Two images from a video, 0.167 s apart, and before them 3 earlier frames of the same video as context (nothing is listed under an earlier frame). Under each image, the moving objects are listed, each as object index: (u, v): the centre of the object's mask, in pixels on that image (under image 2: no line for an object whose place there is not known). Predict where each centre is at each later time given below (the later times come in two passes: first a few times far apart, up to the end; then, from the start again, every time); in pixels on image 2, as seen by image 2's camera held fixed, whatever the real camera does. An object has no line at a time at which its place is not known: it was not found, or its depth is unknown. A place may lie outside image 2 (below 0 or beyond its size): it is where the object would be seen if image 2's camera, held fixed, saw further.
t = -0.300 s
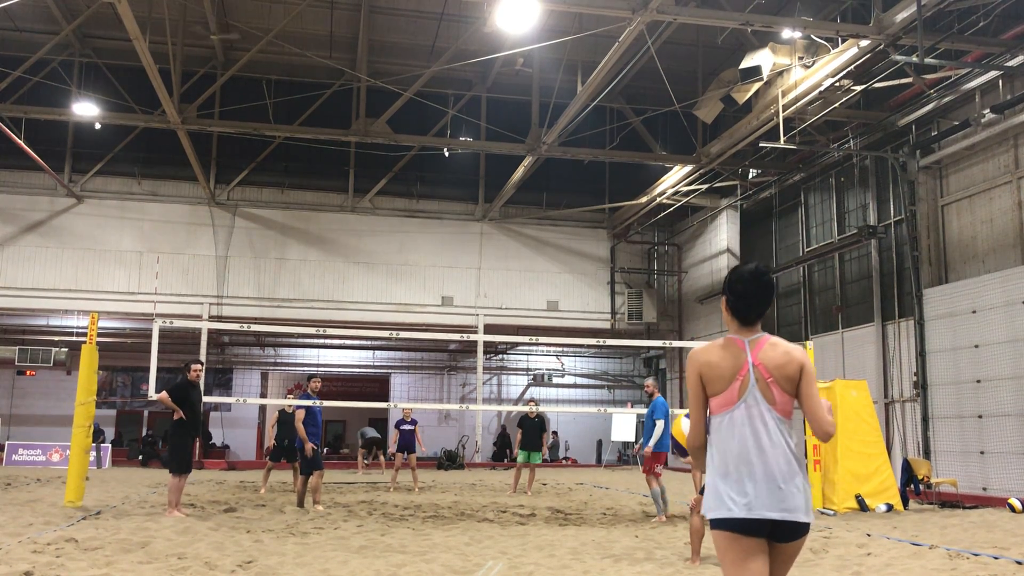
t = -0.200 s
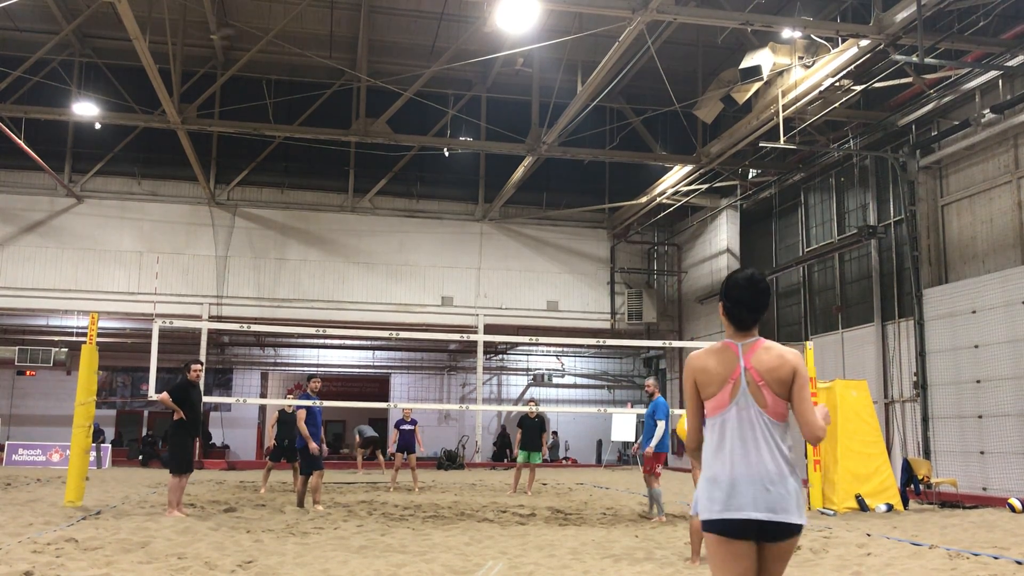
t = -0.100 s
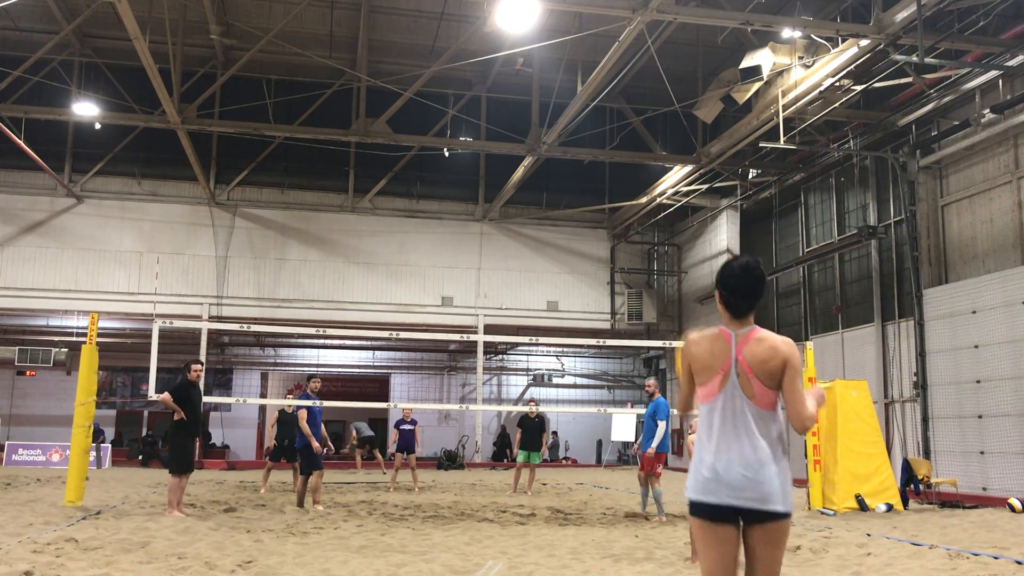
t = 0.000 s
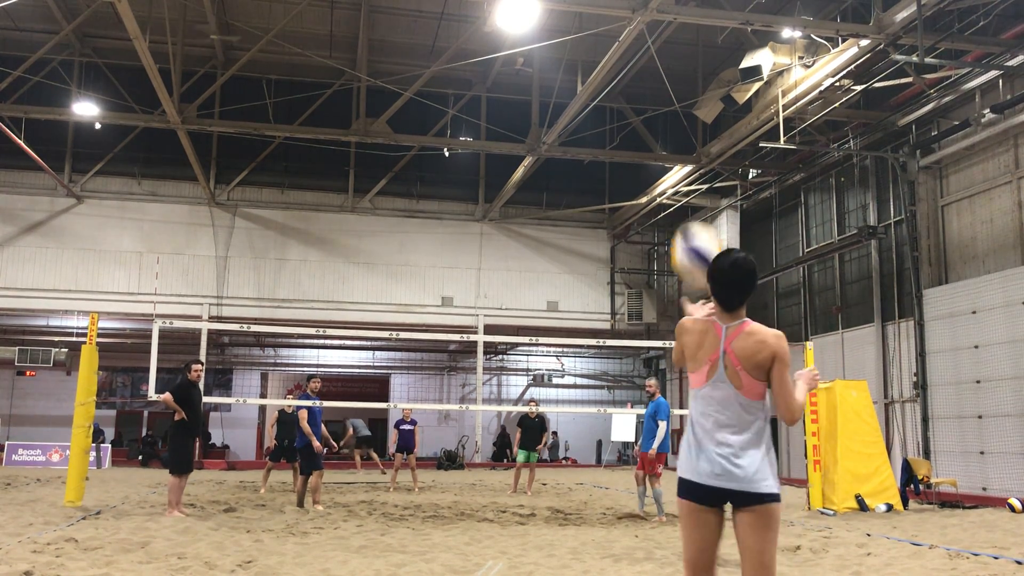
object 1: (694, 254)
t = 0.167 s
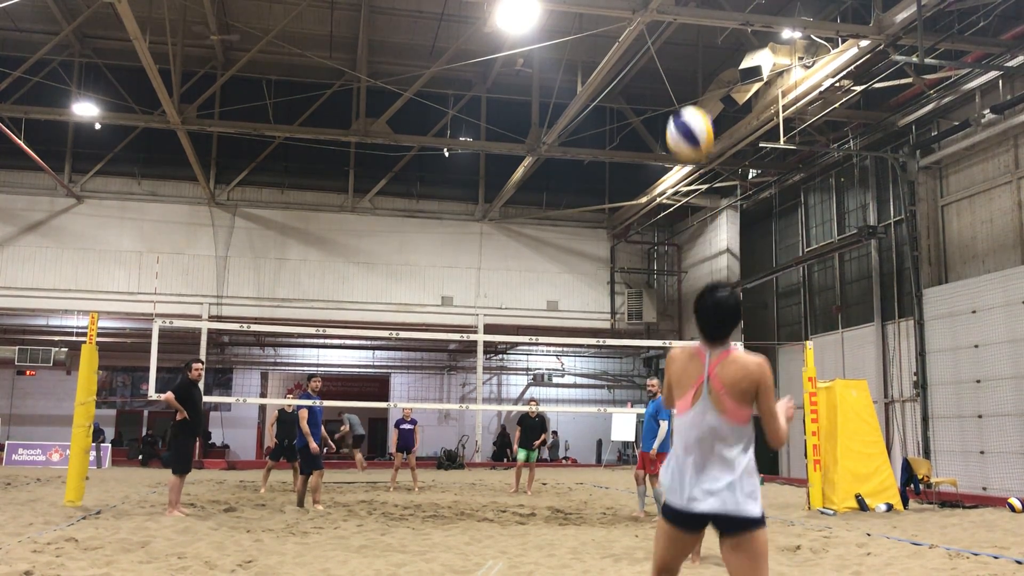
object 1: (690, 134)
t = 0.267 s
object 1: (687, 94)
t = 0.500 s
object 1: (681, 81)
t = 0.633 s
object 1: (678, 121)
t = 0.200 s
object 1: (689, 118)
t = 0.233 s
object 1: (688, 104)
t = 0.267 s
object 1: (687, 94)
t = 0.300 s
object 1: (686, 86)
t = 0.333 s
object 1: (685, 79)
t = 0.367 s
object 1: (684, 75)
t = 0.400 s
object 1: (683, 74)
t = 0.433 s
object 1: (682, 74)
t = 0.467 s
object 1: (682, 77)
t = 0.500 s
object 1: (681, 81)
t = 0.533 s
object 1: (680, 88)
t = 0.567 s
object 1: (679, 97)
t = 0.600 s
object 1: (678, 108)
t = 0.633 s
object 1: (678, 121)
